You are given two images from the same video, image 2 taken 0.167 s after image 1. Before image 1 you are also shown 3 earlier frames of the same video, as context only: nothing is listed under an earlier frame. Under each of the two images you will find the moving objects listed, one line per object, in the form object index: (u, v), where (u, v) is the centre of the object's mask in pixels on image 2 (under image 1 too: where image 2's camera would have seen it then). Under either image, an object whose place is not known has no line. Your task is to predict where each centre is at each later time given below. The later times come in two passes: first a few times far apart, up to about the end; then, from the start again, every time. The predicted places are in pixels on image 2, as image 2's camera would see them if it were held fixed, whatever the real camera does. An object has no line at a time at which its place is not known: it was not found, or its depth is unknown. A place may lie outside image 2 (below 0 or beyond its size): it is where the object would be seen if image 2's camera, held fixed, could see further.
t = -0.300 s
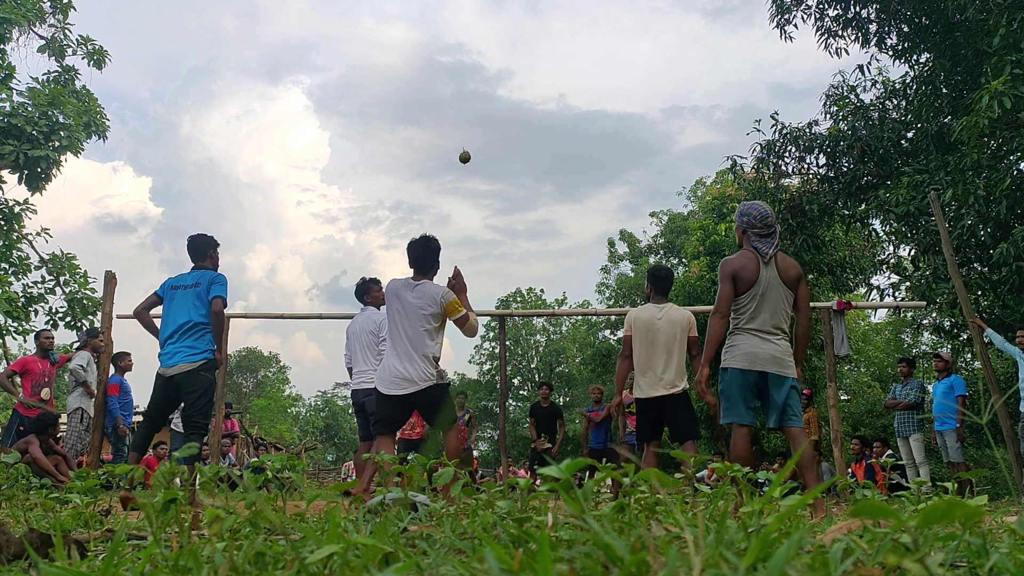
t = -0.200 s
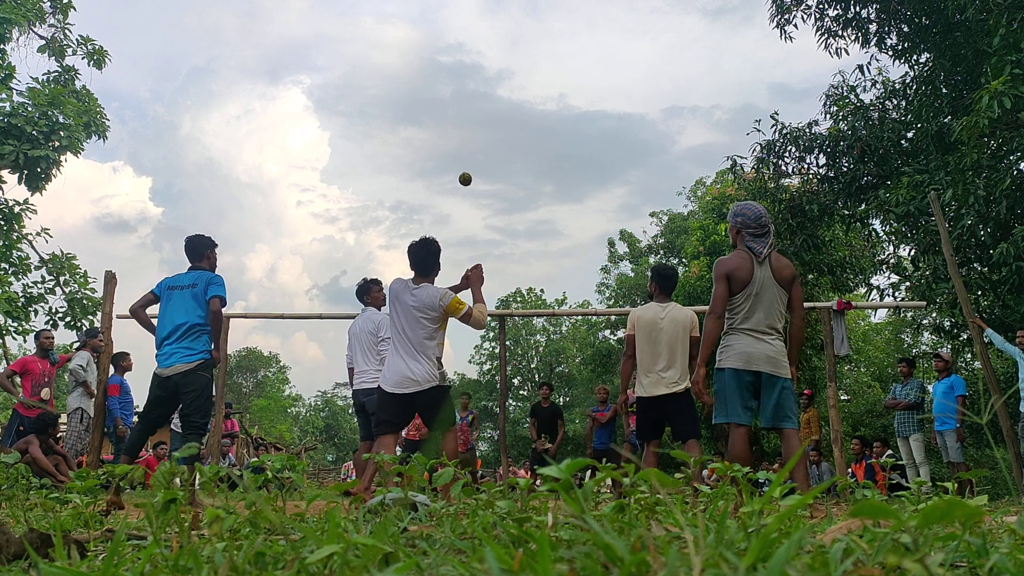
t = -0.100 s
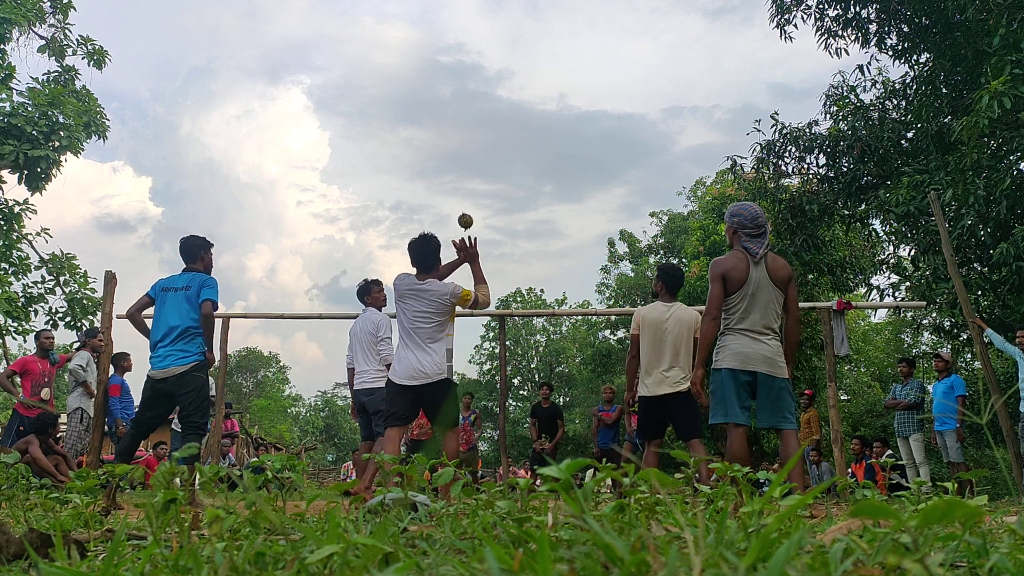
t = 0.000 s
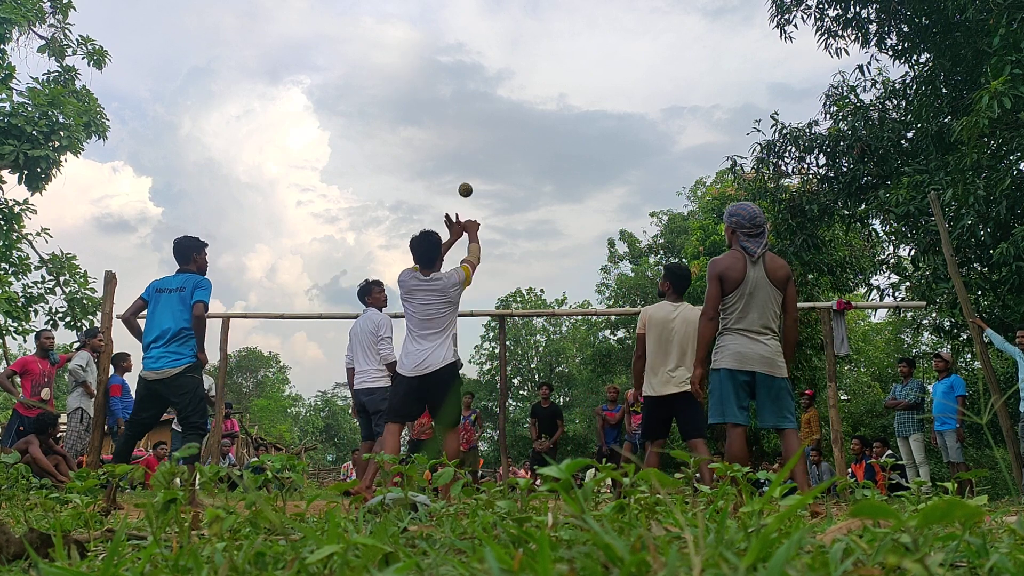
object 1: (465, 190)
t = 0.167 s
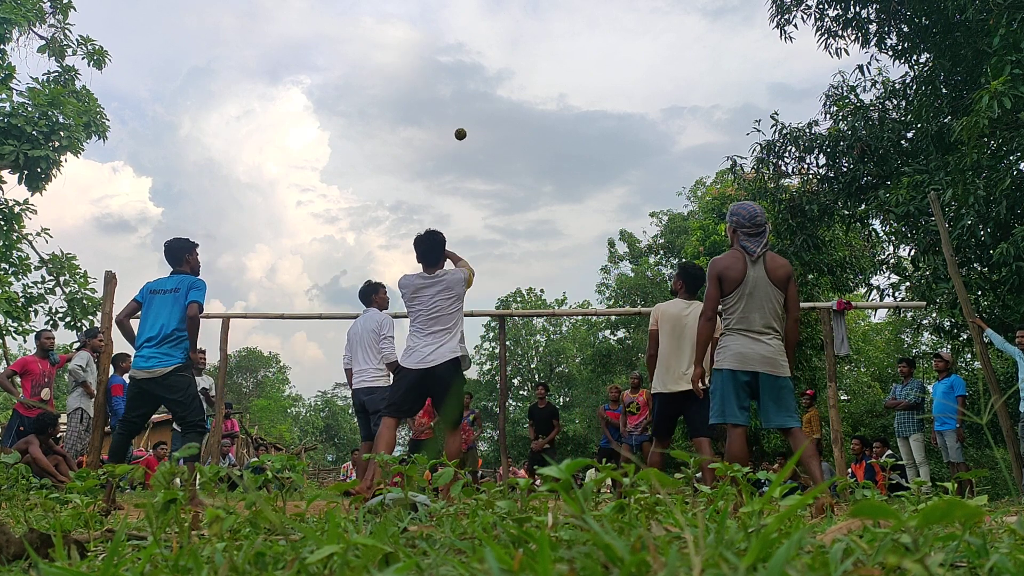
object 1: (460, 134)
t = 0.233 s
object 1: (458, 125)
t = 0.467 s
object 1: (453, 132)
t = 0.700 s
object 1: (447, 179)
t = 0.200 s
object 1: (459, 129)
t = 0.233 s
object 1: (458, 125)
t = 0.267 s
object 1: (457, 122)
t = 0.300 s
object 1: (457, 122)
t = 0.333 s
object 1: (456, 122)
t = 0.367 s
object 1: (455, 123)
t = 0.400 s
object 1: (454, 125)
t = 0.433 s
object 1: (453, 128)
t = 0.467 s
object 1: (453, 132)
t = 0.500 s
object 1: (452, 137)
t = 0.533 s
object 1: (451, 142)
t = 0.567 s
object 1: (450, 148)
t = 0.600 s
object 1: (450, 155)
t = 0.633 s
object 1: (449, 162)
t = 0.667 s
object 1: (448, 170)
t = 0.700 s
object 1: (447, 179)
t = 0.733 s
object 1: (446, 188)
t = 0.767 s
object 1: (445, 197)
